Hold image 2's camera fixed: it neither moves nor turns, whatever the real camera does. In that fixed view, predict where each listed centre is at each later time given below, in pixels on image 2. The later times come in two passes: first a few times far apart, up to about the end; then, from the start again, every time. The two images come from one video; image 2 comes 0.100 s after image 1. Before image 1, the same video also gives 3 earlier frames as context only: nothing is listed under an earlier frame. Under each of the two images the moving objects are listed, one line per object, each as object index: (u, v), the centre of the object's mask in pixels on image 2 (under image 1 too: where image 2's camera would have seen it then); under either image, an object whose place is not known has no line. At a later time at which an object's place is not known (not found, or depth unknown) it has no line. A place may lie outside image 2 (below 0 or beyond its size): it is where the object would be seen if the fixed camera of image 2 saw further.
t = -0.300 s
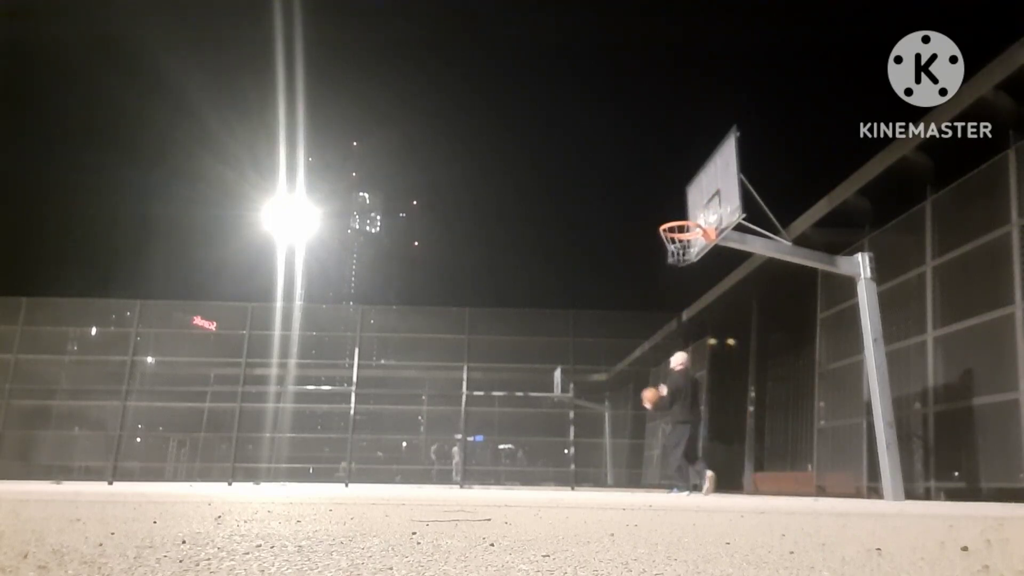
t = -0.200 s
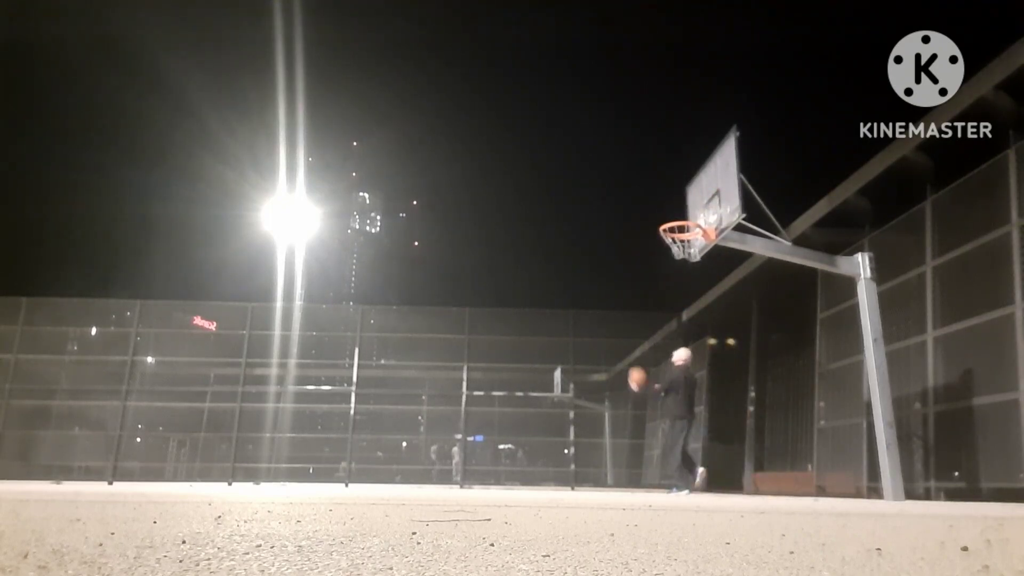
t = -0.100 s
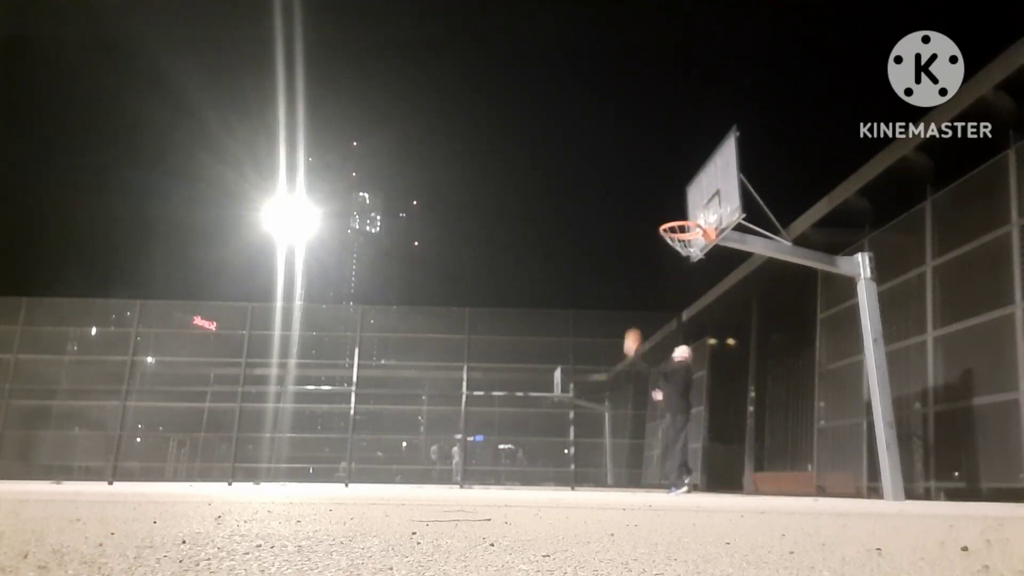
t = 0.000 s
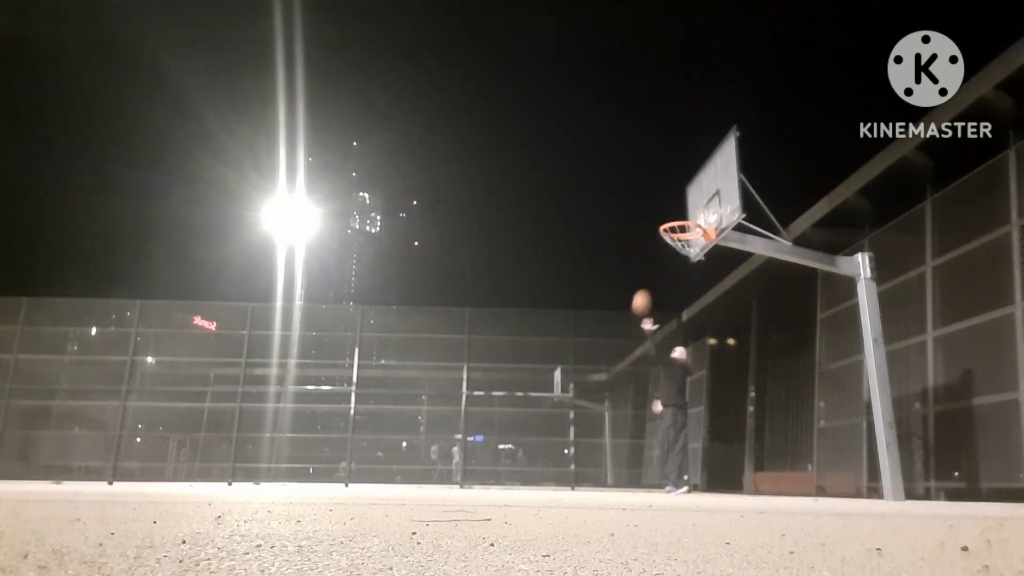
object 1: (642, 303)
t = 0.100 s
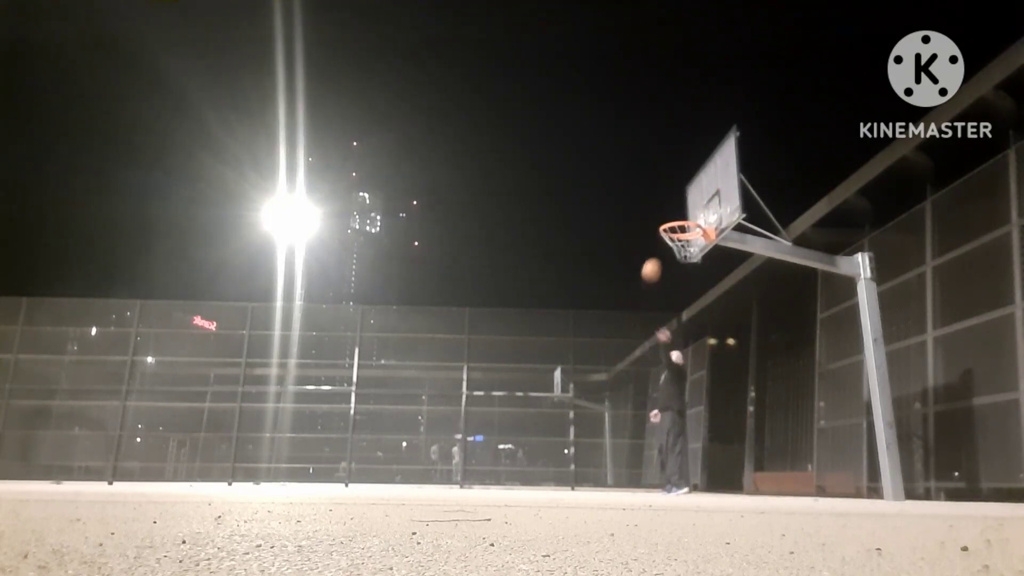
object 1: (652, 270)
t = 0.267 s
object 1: (668, 228)
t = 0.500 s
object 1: (691, 209)
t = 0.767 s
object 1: (685, 236)
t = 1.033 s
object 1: (681, 258)
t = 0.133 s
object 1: (655, 261)
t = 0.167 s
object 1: (658, 253)
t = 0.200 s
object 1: (660, 247)
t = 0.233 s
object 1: (661, 240)
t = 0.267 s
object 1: (668, 228)
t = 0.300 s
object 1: (673, 222)
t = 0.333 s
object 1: (676, 221)
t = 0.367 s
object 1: (680, 214)
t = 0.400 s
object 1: (683, 212)
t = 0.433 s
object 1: (687, 211)
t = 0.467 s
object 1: (690, 209)
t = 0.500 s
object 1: (691, 209)
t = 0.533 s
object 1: (690, 209)
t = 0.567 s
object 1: (689, 210)
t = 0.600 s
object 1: (688, 212)
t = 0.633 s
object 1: (687, 214)
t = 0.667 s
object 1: (687, 215)
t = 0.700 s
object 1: (685, 223)
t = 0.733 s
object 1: (685, 230)
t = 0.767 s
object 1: (685, 236)
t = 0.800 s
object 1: (683, 238)
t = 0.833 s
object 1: (682, 241)
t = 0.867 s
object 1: (681, 244)
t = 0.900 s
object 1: (681, 246)
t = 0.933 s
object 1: (680, 248)
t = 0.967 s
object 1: (681, 250)
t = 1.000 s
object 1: (681, 253)
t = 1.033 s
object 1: (681, 258)
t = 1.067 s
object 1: (681, 263)
